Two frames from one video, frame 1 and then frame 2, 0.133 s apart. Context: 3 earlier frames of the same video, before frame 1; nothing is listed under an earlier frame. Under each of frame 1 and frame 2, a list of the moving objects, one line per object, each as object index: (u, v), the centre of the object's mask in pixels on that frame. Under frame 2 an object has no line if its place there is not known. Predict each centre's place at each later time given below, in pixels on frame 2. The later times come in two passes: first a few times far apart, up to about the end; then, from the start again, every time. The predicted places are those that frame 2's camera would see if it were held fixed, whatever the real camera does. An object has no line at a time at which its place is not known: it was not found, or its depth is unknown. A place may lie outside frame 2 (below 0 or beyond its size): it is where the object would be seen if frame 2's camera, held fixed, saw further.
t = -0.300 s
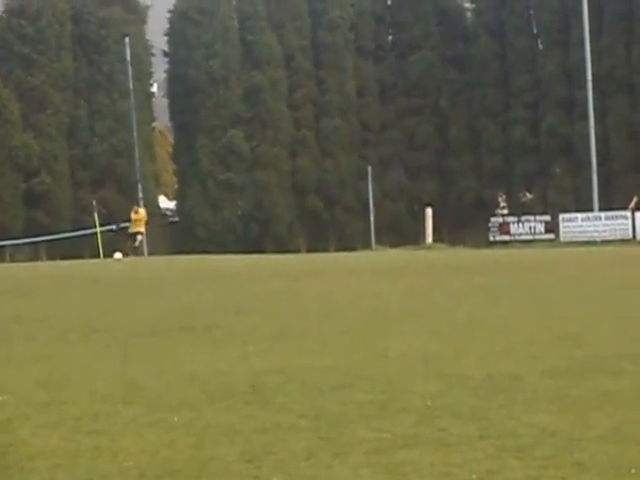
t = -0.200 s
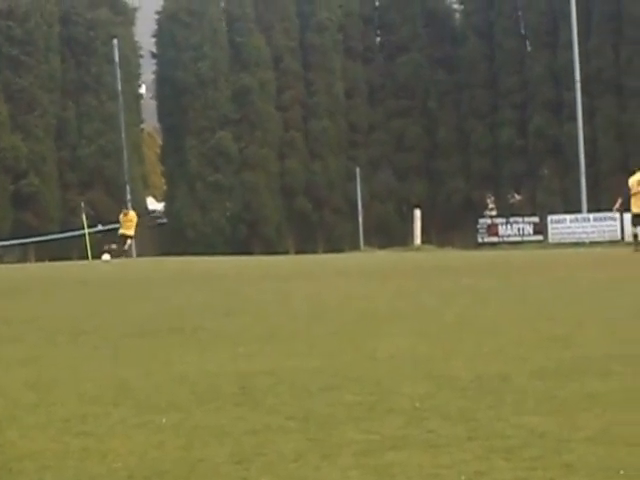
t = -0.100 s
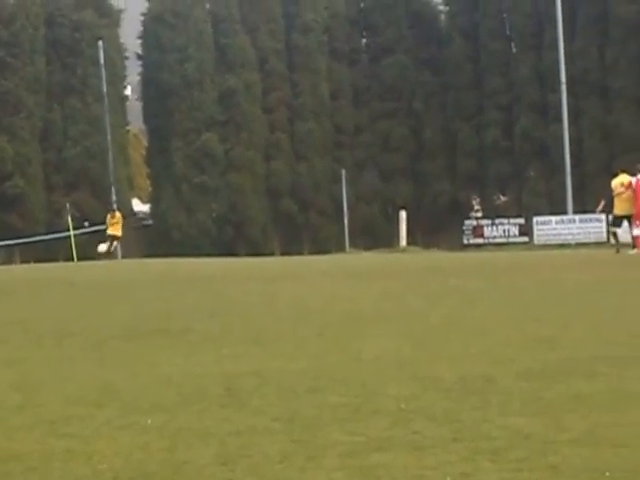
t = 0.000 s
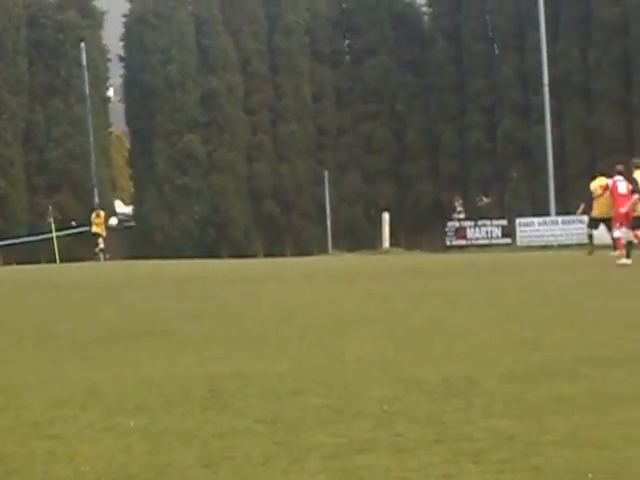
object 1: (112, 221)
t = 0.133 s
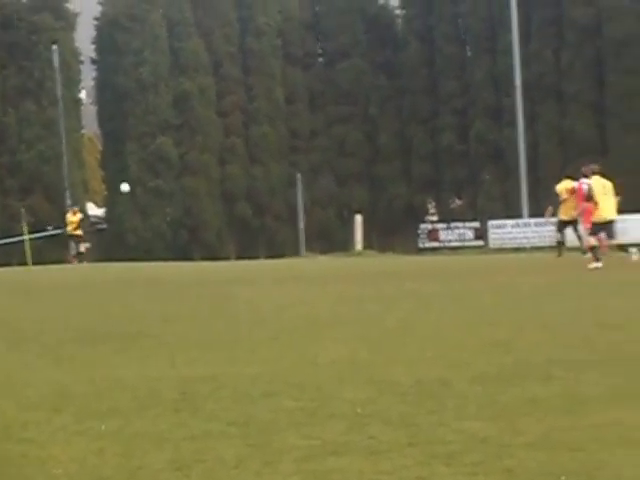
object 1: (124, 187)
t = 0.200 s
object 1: (145, 170)
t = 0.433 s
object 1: (220, 118)
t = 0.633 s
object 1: (289, 83)
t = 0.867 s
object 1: (374, 55)
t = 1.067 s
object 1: (454, 44)
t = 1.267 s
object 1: (540, 47)
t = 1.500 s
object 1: (652, 70)
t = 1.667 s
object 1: (742, 101)
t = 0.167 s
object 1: (135, 178)
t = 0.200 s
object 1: (145, 170)
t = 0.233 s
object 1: (155, 162)
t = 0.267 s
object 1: (166, 155)
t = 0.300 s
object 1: (176, 147)
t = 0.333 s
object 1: (187, 139)
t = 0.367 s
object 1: (198, 132)
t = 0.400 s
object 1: (209, 125)
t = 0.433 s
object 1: (220, 118)
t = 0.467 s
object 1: (231, 112)
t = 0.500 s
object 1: (243, 106)
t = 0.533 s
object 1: (254, 100)
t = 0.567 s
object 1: (265, 94)
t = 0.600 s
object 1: (277, 89)
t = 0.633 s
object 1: (289, 83)
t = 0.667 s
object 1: (301, 79)
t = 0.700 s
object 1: (312, 74)
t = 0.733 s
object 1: (324, 70)
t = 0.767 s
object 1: (337, 65)
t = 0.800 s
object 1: (349, 62)
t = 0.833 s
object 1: (362, 58)
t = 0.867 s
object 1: (374, 55)
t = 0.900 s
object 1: (387, 52)
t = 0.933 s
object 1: (400, 50)
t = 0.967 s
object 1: (413, 48)
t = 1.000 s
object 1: (427, 46)
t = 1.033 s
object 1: (440, 45)
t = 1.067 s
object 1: (454, 44)
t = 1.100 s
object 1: (467, 44)
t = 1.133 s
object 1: (482, 43)
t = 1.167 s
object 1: (496, 43)
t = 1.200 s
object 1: (510, 44)
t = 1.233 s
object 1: (526, 45)
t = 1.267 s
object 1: (540, 47)
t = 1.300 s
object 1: (556, 49)
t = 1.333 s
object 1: (571, 51)
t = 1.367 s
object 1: (587, 54)
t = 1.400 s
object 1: (602, 57)
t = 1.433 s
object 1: (619, 61)
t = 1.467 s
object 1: (635, 65)
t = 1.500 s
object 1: (652, 70)
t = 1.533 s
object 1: (669, 75)
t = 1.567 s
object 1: (687, 81)
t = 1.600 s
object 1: (705, 87)
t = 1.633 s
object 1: (723, 94)
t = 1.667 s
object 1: (742, 101)
